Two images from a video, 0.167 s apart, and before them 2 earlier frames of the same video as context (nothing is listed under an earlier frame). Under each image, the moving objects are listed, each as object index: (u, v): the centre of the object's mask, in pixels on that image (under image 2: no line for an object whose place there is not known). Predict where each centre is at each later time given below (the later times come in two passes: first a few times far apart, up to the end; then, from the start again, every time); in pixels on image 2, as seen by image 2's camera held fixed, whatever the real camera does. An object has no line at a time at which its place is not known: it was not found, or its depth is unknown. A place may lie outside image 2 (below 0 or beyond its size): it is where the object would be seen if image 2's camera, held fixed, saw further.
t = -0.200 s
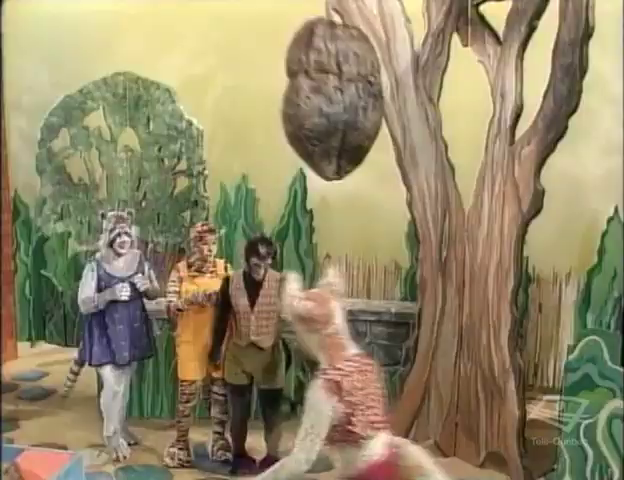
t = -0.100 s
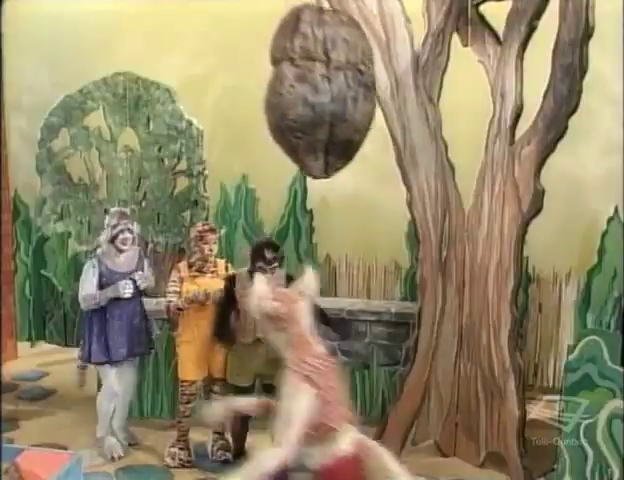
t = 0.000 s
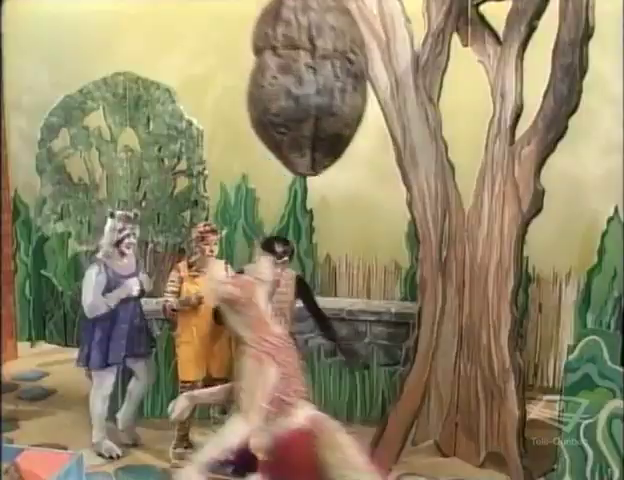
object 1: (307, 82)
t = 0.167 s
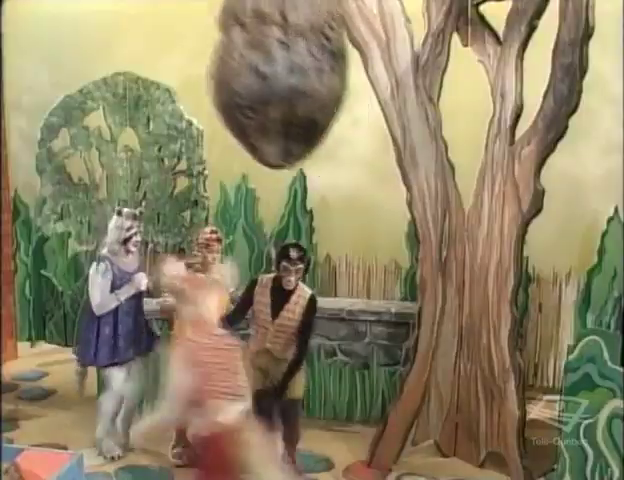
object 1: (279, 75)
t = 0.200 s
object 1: (271, 73)
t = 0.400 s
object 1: (246, 70)
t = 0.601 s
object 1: (238, 72)
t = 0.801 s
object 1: (249, 79)
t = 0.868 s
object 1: (255, 82)
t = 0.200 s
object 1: (271, 73)
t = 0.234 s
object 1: (265, 72)
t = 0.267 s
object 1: (261, 71)
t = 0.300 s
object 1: (256, 71)
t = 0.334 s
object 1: (252, 70)
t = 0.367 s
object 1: (249, 70)
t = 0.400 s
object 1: (246, 70)
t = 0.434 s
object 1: (243, 71)
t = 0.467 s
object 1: (241, 71)
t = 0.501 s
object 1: (240, 71)
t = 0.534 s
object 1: (239, 72)
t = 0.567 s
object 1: (238, 72)
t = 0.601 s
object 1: (238, 72)
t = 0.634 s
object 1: (239, 73)
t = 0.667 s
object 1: (240, 74)
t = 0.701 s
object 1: (241, 75)
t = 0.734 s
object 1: (243, 76)
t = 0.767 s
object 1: (246, 78)
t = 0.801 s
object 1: (249, 79)
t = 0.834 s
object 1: (252, 80)
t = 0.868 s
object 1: (255, 82)
